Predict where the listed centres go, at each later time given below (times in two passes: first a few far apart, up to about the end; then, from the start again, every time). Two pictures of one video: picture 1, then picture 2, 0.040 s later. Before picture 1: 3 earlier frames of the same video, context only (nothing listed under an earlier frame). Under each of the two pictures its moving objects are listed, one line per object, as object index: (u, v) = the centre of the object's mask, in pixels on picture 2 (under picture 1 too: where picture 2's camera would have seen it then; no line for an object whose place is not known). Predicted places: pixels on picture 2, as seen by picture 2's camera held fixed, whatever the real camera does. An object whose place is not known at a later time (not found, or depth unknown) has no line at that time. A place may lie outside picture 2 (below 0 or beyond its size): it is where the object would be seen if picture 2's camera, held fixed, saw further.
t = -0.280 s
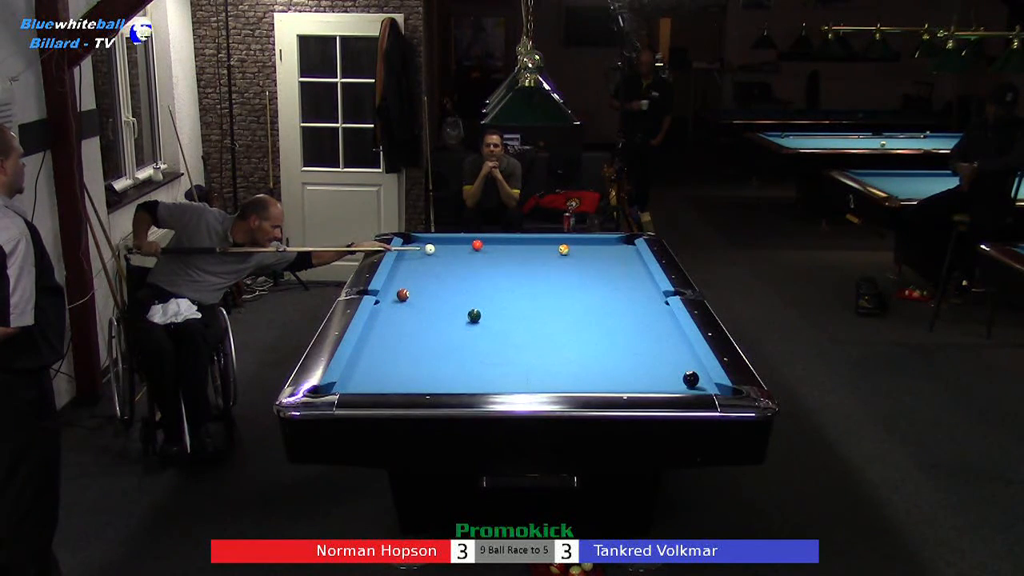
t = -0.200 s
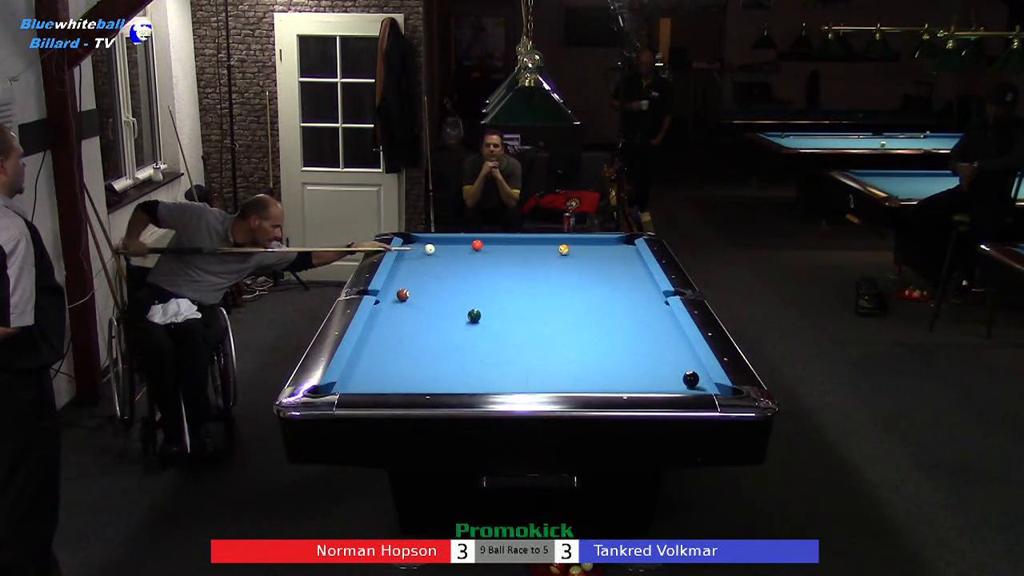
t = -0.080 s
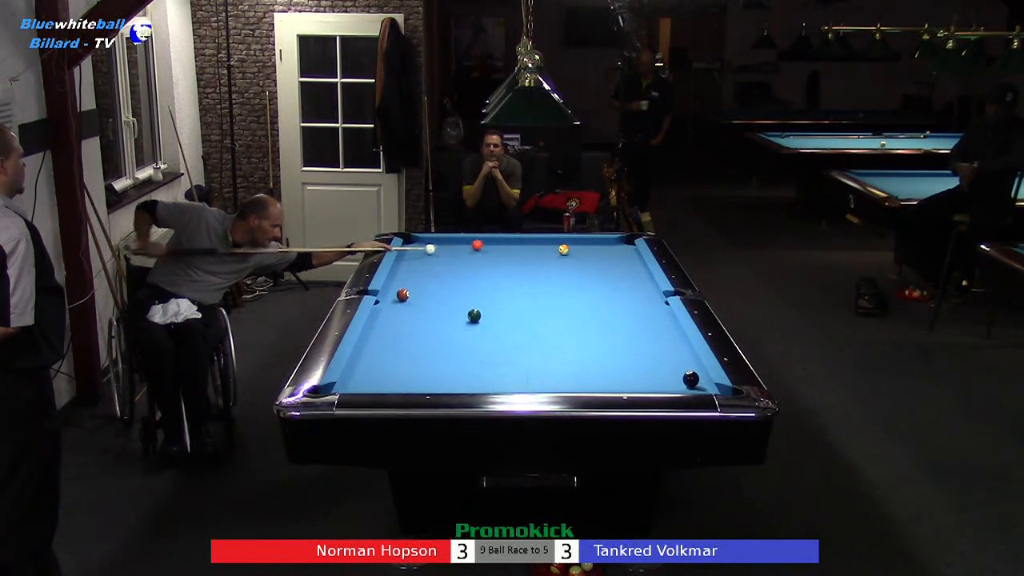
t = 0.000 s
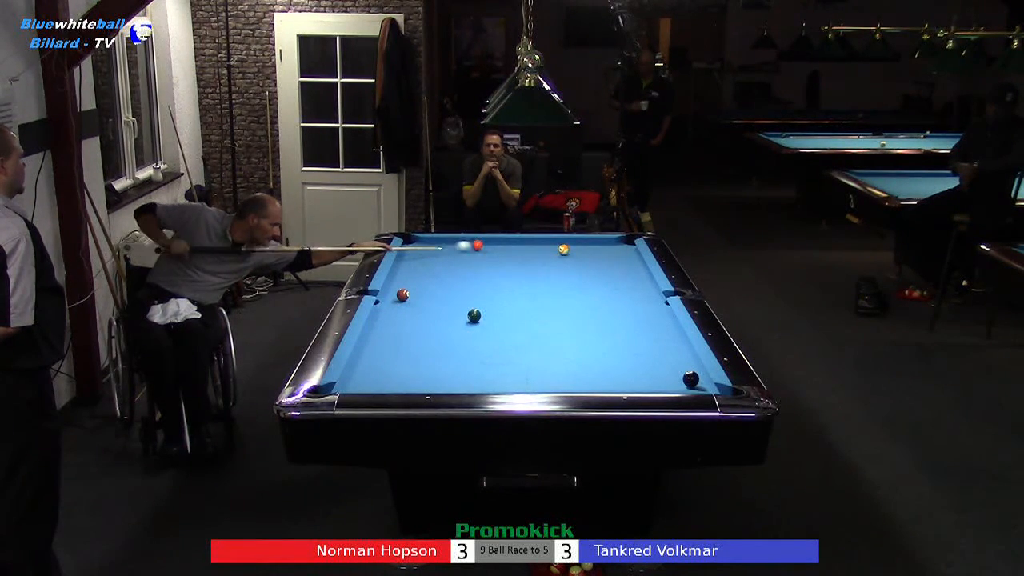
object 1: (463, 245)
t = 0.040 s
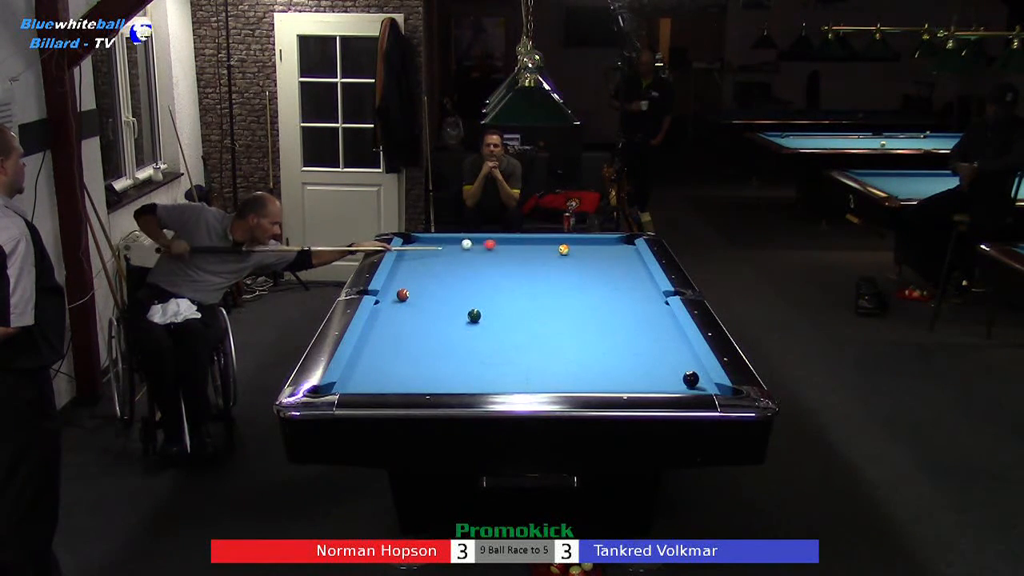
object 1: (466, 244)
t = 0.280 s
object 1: (475, 239)
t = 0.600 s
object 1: (483, 244)
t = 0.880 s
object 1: (489, 247)
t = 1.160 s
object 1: (496, 251)
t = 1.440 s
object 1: (502, 255)
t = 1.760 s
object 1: (509, 259)
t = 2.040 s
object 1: (514, 262)
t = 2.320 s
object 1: (519, 265)
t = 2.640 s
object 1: (524, 269)
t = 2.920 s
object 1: (528, 271)
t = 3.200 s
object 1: (531, 273)
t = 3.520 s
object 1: (534, 275)
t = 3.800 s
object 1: (536, 277)
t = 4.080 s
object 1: (538, 278)
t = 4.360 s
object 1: (539, 279)
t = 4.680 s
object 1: (540, 280)
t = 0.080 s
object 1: (466, 243)
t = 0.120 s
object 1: (467, 242)
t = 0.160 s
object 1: (468, 242)
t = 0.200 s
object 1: (471, 241)
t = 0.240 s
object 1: (473, 240)
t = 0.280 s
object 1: (475, 239)
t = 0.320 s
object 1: (476, 240)
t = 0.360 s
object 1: (477, 240)
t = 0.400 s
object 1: (478, 241)
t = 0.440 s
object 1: (479, 241)
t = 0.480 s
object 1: (480, 242)
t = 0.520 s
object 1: (481, 242)
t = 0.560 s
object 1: (482, 243)
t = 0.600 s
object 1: (483, 244)
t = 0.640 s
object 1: (484, 244)
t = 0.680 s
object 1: (485, 244)
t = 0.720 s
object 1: (486, 245)
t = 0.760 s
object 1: (487, 246)
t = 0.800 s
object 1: (487, 246)
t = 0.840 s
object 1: (488, 247)
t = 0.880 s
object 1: (489, 247)
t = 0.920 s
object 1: (490, 248)
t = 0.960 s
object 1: (491, 248)
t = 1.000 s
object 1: (492, 249)
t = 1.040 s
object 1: (493, 250)
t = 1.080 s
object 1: (494, 250)
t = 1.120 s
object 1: (495, 250)
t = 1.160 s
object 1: (496, 251)
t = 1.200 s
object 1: (497, 252)
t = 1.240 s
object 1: (497, 252)
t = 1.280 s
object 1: (498, 253)
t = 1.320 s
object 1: (499, 253)
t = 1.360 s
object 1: (500, 254)
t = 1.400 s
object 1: (501, 254)
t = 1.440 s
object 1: (502, 255)
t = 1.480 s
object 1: (503, 255)
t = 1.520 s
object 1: (503, 256)
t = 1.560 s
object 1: (504, 257)
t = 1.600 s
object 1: (505, 257)
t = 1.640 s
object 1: (506, 258)
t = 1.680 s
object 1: (507, 258)
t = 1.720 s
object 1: (508, 258)
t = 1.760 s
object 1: (509, 259)
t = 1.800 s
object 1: (509, 260)
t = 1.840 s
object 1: (510, 260)
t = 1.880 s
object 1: (511, 260)
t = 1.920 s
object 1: (511, 261)
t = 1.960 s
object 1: (512, 261)
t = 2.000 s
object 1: (513, 262)
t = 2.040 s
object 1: (514, 262)
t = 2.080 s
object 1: (514, 263)
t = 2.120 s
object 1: (515, 263)
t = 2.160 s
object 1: (516, 264)
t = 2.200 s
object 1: (517, 264)
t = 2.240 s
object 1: (517, 264)
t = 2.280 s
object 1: (518, 265)
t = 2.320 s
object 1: (519, 265)
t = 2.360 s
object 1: (519, 266)
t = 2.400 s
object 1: (520, 266)
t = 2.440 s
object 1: (521, 267)
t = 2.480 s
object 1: (521, 267)
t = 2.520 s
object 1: (522, 267)
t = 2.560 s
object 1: (522, 268)
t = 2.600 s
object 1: (523, 268)
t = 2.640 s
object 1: (524, 269)
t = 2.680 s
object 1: (524, 269)
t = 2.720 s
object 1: (525, 269)
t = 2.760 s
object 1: (525, 270)
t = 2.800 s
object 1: (526, 270)
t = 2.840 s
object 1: (527, 270)
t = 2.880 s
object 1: (527, 271)
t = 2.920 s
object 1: (528, 271)
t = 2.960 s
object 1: (528, 271)
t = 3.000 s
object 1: (529, 272)
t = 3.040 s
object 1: (529, 272)
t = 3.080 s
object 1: (530, 272)
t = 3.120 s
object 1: (530, 273)
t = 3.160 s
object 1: (531, 273)
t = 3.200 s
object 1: (531, 273)
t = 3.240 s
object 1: (531, 274)
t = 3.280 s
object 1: (532, 274)
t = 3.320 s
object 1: (532, 274)
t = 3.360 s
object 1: (533, 274)
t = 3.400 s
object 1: (533, 275)
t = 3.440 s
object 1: (533, 275)
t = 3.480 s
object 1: (534, 275)
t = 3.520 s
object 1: (534, 275)
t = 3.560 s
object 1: (534, 276)
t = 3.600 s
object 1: (535, 276)
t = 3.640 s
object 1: (535, 276)
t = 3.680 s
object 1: (536, 276)
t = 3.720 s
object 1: (536, 276)
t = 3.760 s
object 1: (536, 277)
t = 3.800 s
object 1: (536, 277)
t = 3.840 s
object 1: (537, 277)
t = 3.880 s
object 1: (537, 277)
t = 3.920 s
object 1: (537, 277)
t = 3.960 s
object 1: (537, 277)
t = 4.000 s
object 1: (538, 278)
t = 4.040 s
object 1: (538, 278)
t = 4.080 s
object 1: (538, 278)
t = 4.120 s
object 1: (538, 278)
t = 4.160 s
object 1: (538, 278)
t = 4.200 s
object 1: (538, 279)
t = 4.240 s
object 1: (539, 278)
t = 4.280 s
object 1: (539, 279)
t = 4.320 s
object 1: (539, 279)
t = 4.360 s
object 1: (539, 279)
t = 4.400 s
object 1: (539, 279)
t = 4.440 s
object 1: (540, 279)
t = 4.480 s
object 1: (540, 279)
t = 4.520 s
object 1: (540, 279)
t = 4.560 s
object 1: (540, 280)
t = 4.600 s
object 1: (540, 280)
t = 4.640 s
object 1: (540, 280)
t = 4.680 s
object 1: (540, 280)
